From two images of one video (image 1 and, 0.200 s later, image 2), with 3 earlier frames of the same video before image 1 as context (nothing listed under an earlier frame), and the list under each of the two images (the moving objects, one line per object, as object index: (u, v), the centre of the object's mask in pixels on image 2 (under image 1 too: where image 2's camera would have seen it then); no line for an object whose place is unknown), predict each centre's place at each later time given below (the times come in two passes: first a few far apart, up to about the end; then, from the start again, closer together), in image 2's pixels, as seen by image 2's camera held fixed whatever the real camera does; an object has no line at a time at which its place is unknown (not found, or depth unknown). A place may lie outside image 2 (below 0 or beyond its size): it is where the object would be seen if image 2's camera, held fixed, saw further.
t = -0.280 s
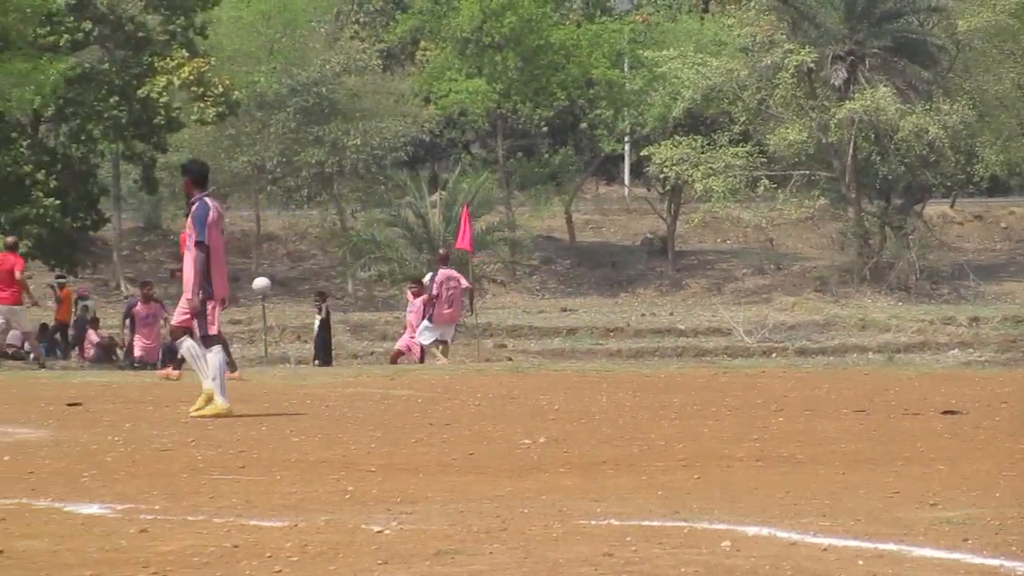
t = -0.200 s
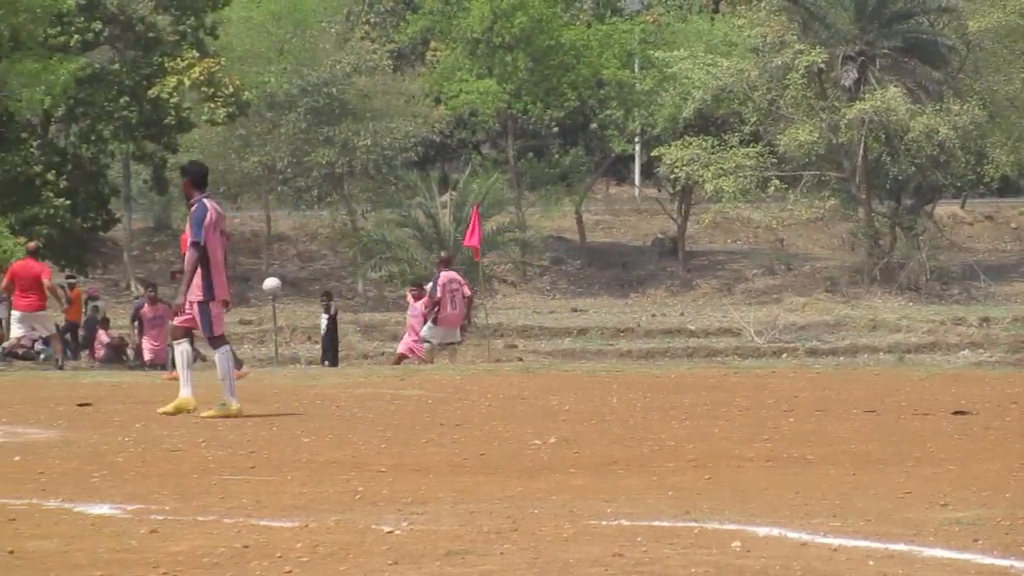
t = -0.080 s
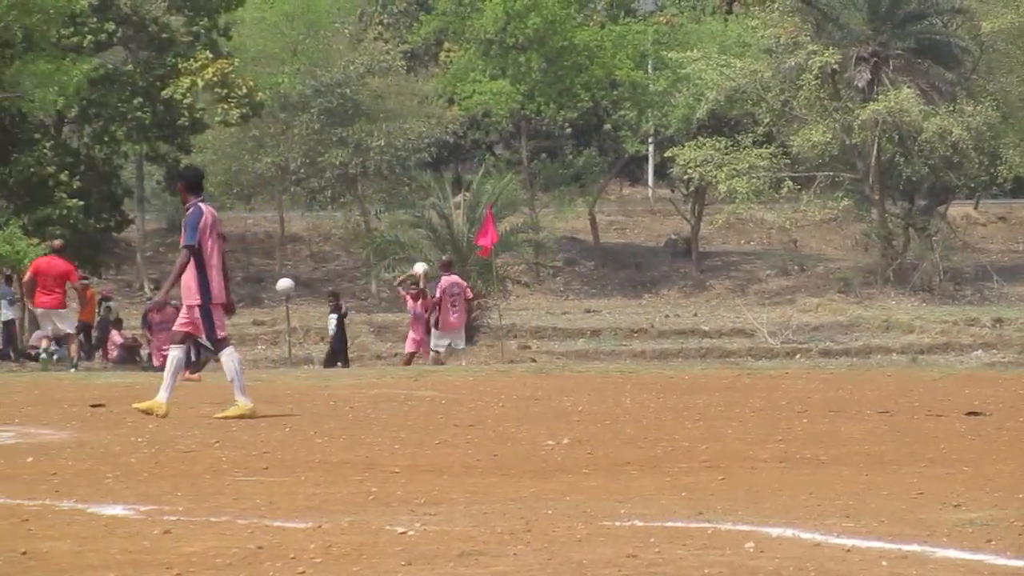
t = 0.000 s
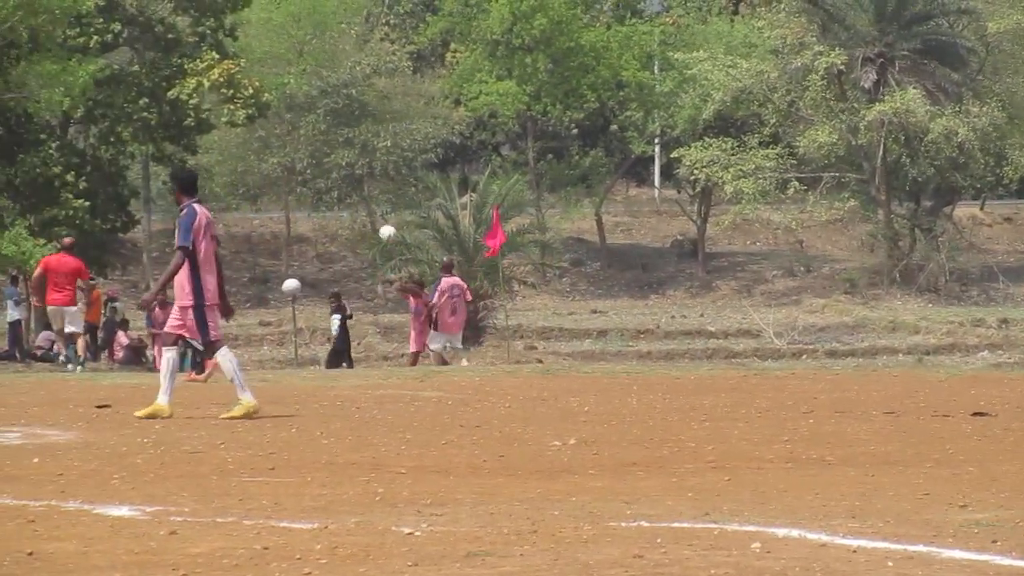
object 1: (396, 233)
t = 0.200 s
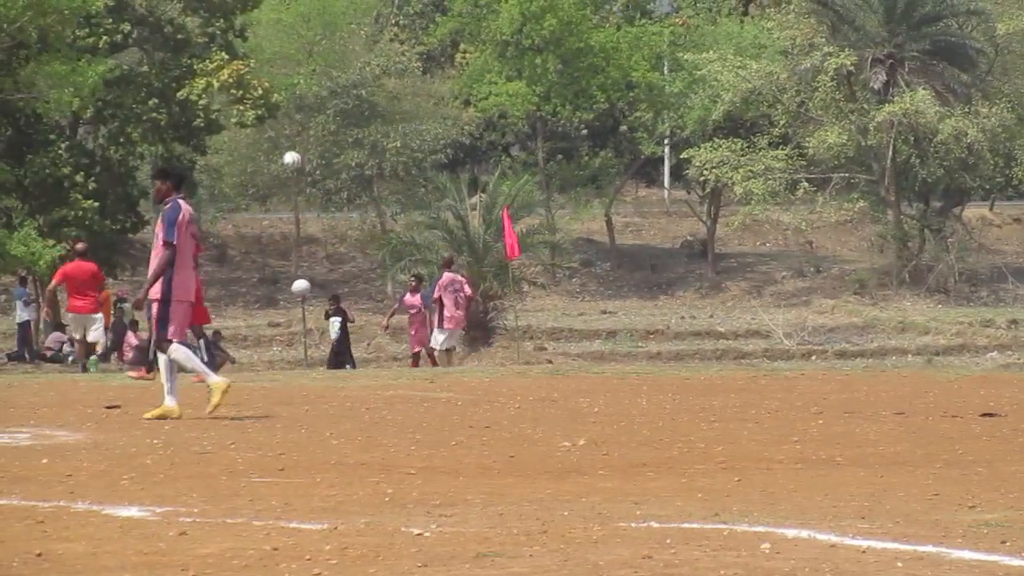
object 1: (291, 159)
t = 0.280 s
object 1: (248, 137)
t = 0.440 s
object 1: (163, 109)
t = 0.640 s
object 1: (56, 95)
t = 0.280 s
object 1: (248, 137)
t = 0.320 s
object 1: (227, 128)
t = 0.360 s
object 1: (206, 122)
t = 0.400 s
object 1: (185, 115)
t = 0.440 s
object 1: (163, 109)
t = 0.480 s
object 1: (140, 105)
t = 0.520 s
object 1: (116, 102)
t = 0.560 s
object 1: (93, 98)
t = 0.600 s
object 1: (77, 96)
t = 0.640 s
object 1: (56, 95)
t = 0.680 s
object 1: (37, 97)
